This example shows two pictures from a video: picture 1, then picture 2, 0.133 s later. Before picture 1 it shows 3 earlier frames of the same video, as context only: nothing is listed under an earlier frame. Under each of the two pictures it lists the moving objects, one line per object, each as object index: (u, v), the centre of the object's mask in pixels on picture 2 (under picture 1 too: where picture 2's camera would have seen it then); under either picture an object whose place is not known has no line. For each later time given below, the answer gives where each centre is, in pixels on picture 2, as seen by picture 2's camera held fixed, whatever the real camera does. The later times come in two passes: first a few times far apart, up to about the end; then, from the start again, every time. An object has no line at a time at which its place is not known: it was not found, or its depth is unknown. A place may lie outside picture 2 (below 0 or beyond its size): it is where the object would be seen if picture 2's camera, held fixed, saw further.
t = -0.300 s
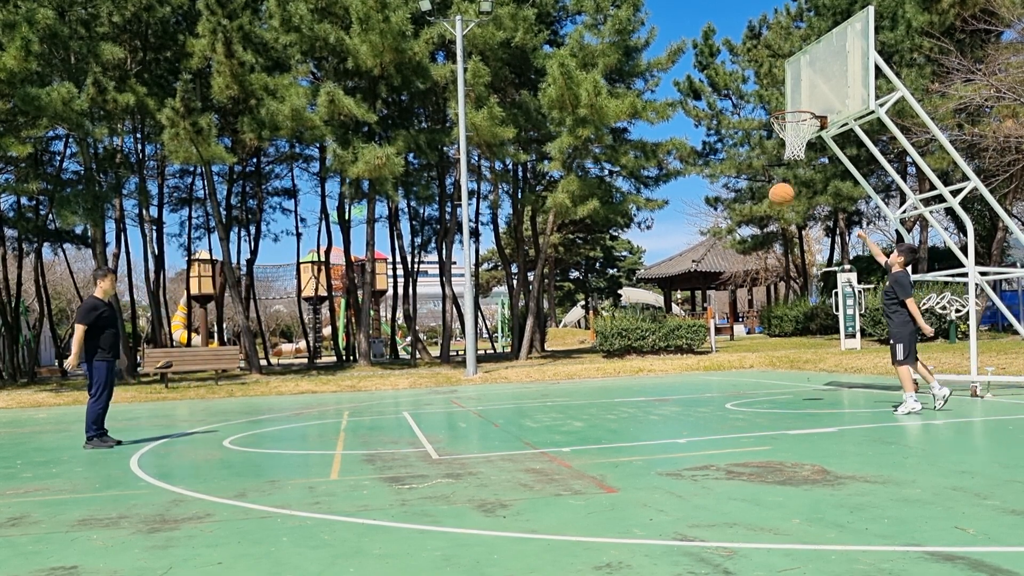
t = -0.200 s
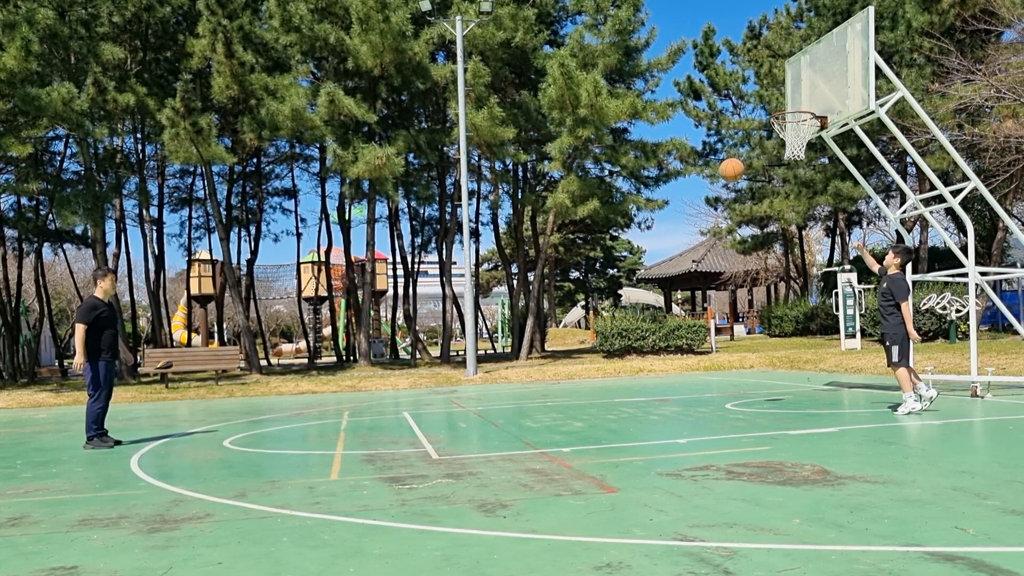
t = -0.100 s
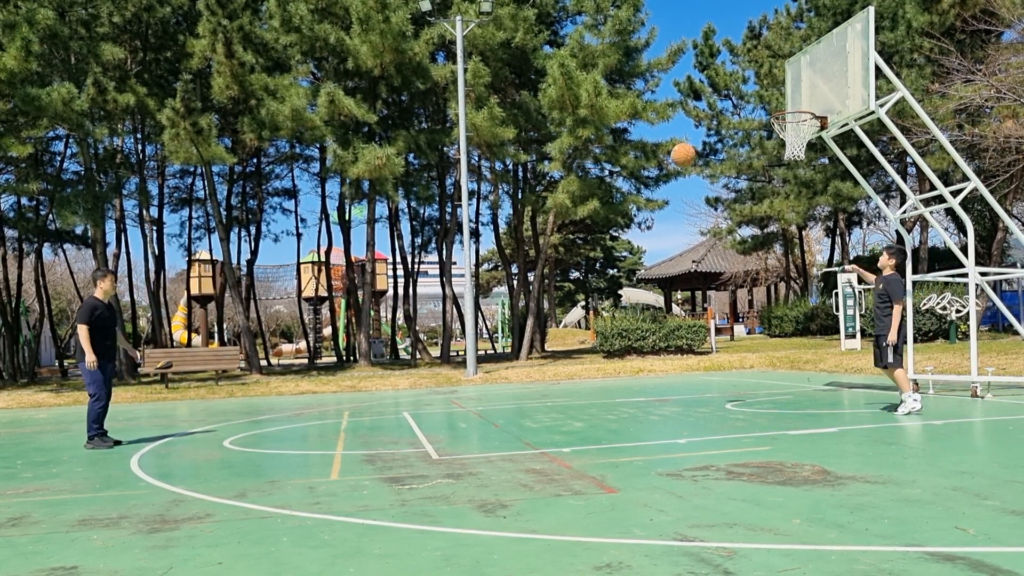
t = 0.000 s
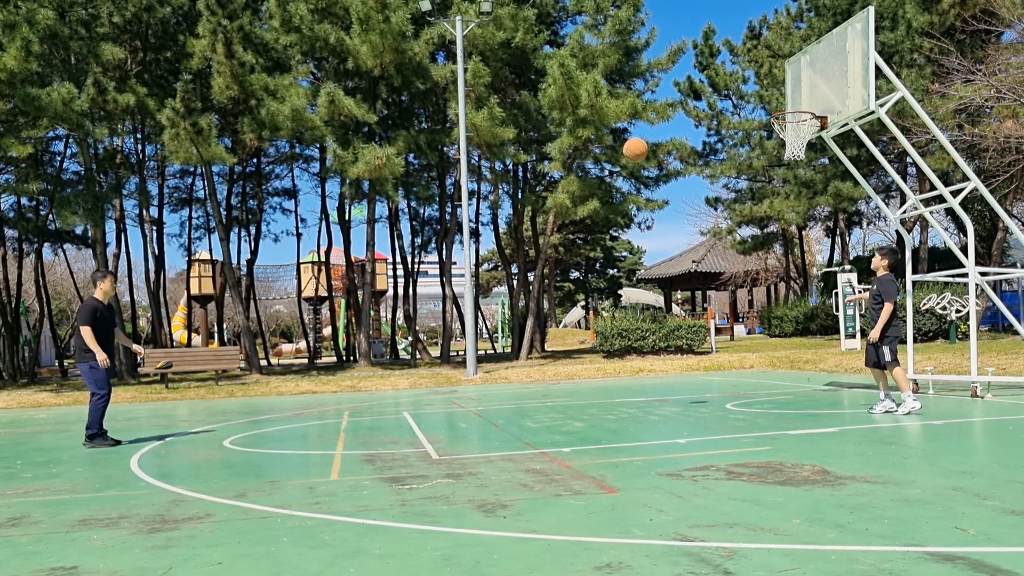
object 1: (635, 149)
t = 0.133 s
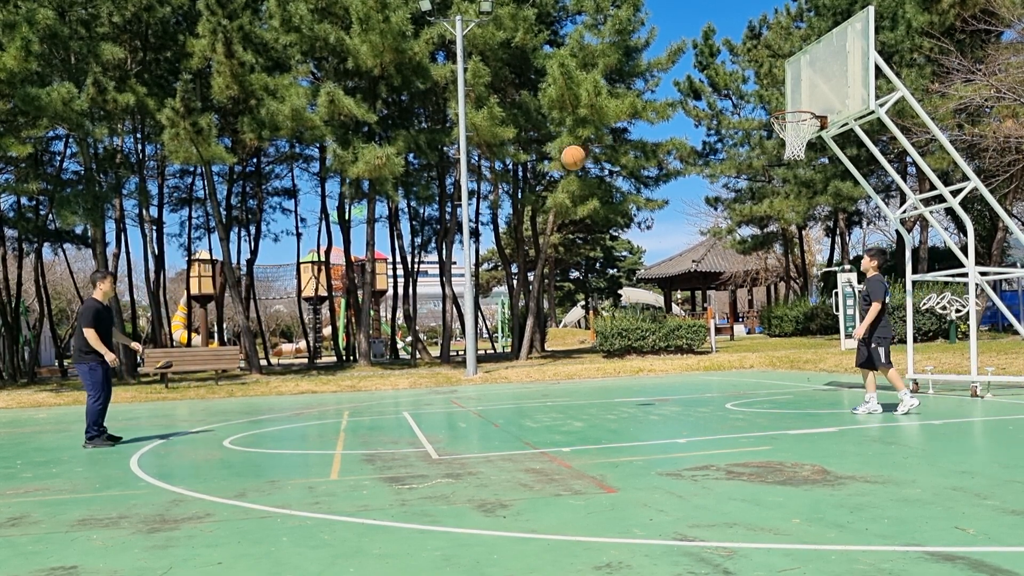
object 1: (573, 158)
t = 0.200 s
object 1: (543, 168)
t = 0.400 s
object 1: (456, 223)
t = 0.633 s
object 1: (359, 334)
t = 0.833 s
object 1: (290, 390)
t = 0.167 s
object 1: (558, 162)
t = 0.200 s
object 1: (543, 168)
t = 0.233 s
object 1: (528, 175)
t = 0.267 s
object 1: (513, 183)
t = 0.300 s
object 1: (499, 191)
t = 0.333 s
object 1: (484, 201)
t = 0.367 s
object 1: (469, 212)
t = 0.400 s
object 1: (456, 223)
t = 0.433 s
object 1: (441, 237)
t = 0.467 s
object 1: (428, 250)
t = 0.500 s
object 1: (413, 265)
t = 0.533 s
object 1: (400, 280)
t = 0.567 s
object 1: (386, 298)
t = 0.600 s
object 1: (372, 315)
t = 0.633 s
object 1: (359, 334)
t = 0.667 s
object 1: (345, 354)
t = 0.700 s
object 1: (332, 374)
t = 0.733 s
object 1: (319, 396)
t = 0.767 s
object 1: (307, 418)
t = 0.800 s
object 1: (298, 408)
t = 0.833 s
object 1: (290, 390)
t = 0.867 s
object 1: (282, 373)
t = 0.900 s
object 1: (274, 357)
